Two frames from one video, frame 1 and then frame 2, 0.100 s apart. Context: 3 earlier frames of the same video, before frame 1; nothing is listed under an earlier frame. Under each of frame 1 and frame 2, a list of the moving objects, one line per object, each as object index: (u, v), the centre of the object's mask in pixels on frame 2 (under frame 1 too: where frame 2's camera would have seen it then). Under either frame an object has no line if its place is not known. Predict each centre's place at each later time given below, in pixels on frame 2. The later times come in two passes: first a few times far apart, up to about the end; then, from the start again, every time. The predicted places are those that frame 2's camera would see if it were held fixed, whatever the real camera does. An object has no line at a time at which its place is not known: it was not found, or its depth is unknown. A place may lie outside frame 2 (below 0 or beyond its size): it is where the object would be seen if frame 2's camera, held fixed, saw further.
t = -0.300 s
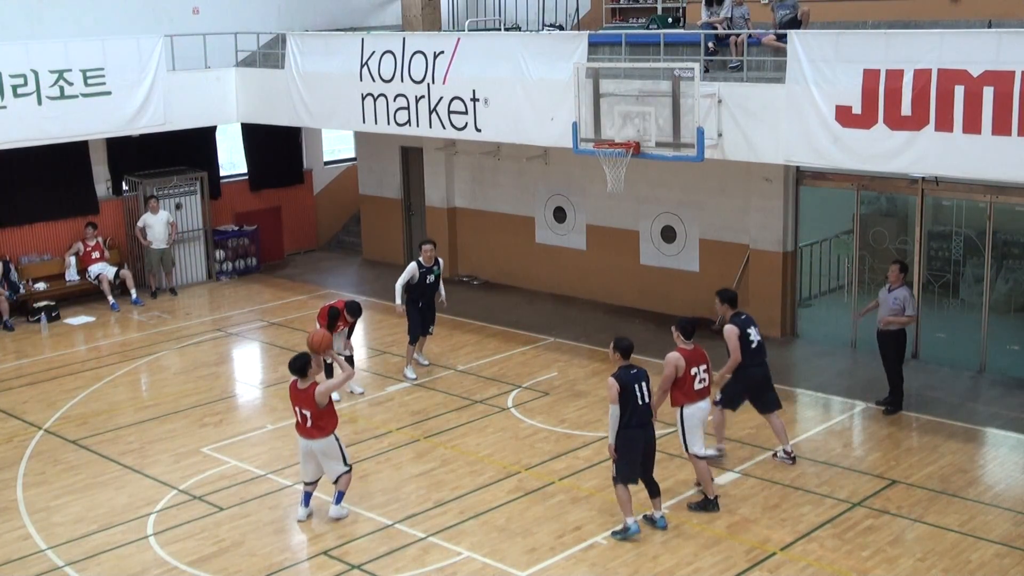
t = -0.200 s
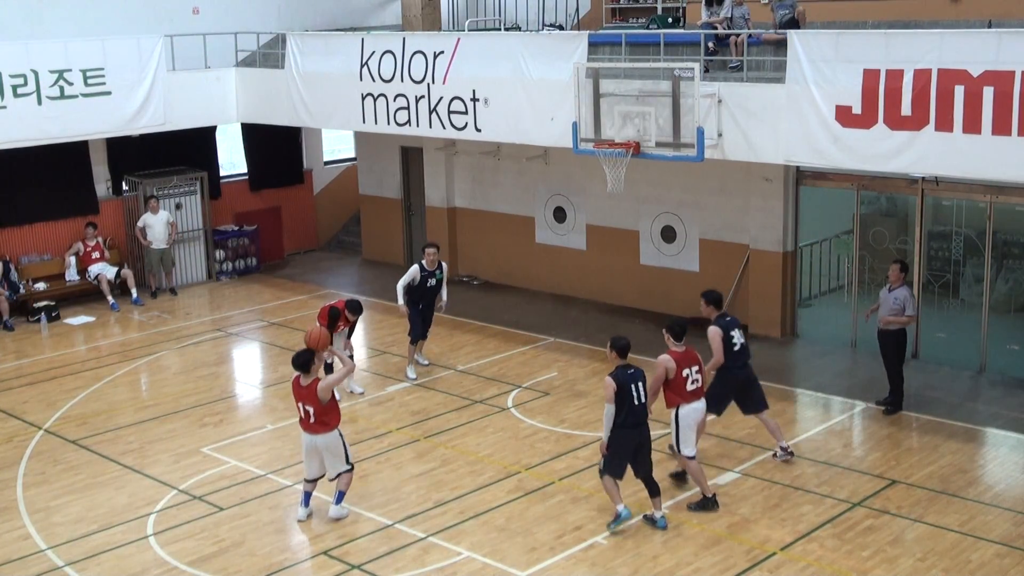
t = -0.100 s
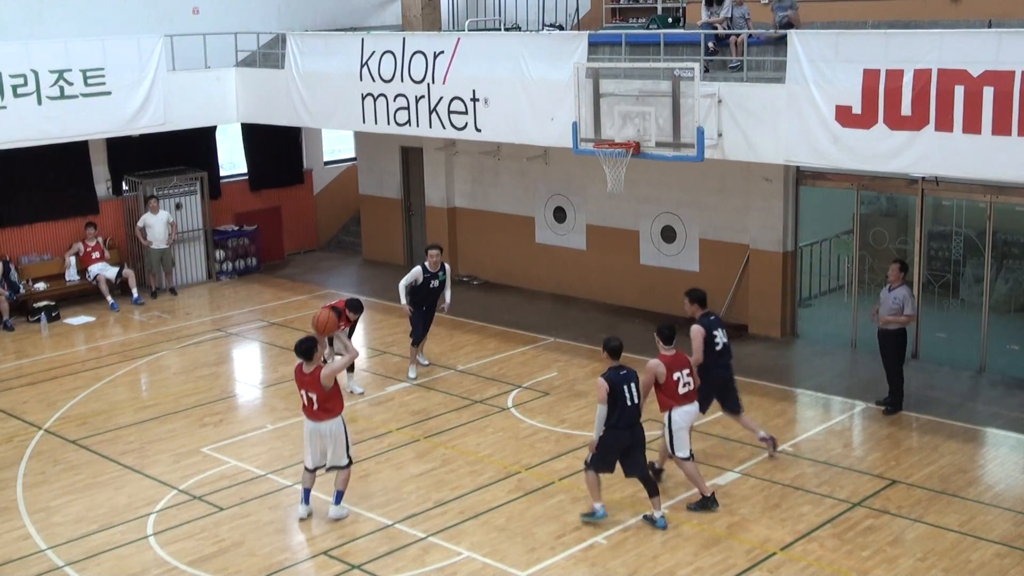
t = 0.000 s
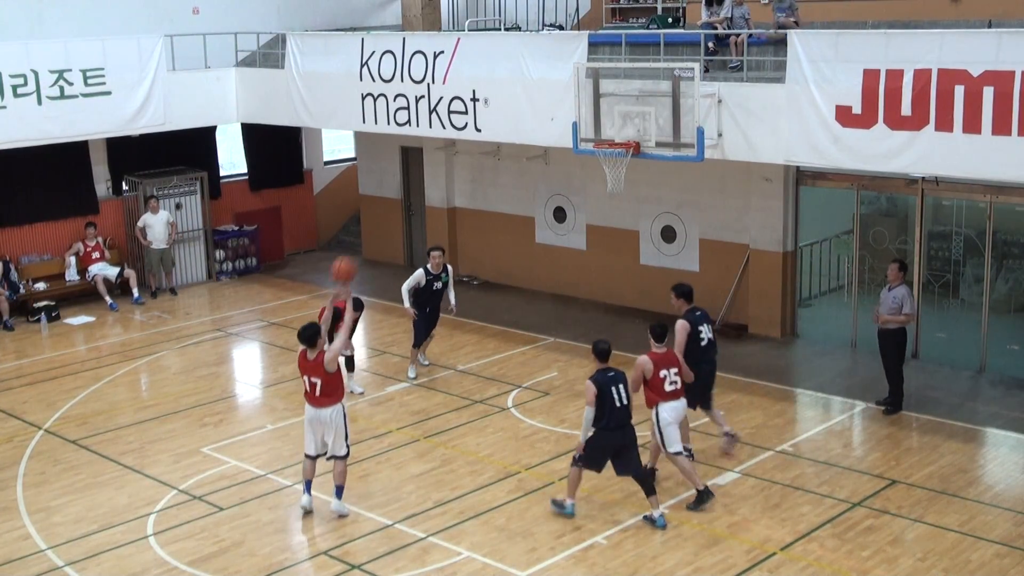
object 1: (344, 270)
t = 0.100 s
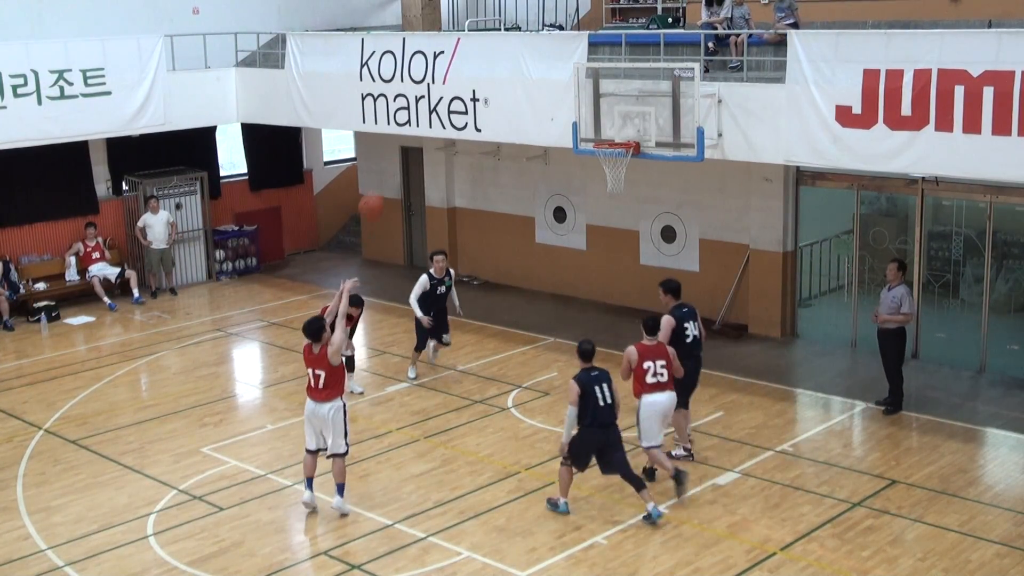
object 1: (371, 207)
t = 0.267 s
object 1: (418, 125)
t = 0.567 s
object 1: (496, 57)
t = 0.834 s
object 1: (558, 71)
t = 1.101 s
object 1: (612, 139)
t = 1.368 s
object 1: (589, 162)
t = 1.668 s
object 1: (601, 184)
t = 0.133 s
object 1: (381, 187)
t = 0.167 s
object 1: (391, 170)
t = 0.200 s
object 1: (400, 153)
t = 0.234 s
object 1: (409, 140)
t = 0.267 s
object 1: (418, 125)
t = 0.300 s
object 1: (427, 113)
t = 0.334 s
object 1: (436, 101)
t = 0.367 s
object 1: (445, 91)
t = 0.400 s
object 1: (454, 83)
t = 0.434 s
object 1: (462, 75)
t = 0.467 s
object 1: (471, 69)
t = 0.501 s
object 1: (480, 64)
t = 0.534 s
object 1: (488, 59)
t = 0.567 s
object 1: (496, 57)
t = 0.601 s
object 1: (504, 55)
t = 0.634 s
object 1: (512, 54)
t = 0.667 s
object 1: (520, 54)
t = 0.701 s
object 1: (528, 56)
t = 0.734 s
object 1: (535, 58)
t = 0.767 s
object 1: (543, 61)
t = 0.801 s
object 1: (550, 65)
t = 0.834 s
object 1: (558, 71)
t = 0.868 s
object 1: (565, 77)
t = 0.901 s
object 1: (572, 84)
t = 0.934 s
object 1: (579, 92)
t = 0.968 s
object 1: (586, 101)
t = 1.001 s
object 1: (593, 110)
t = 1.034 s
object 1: (600, 120)
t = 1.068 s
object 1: (606, 132)
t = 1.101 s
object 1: (612, 139)
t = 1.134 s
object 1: (618, 144)
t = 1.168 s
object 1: (621, 149)
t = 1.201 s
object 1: (612, 154)
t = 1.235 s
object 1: (604, 159)
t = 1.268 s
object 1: (596, 161)
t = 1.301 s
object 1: (593, 162)
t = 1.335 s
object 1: (590, 162)
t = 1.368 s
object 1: (589, 162)
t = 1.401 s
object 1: (588, 162)
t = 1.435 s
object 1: (588, 163)
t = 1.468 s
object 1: (588, 163)
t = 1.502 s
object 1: (590, 163)
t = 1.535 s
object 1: (591, 166)
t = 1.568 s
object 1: (594, 168)
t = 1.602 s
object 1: (596, 173)
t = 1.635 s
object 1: (599, 179)
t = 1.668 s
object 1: (601, 184)
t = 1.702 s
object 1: (604, 190)
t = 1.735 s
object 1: (607, 197)
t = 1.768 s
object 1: (609, 205)
